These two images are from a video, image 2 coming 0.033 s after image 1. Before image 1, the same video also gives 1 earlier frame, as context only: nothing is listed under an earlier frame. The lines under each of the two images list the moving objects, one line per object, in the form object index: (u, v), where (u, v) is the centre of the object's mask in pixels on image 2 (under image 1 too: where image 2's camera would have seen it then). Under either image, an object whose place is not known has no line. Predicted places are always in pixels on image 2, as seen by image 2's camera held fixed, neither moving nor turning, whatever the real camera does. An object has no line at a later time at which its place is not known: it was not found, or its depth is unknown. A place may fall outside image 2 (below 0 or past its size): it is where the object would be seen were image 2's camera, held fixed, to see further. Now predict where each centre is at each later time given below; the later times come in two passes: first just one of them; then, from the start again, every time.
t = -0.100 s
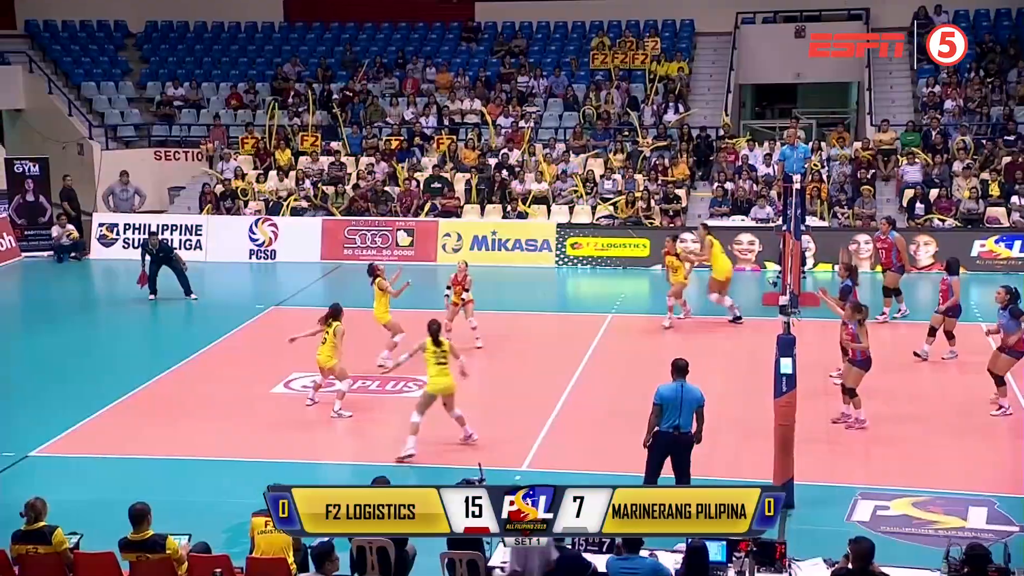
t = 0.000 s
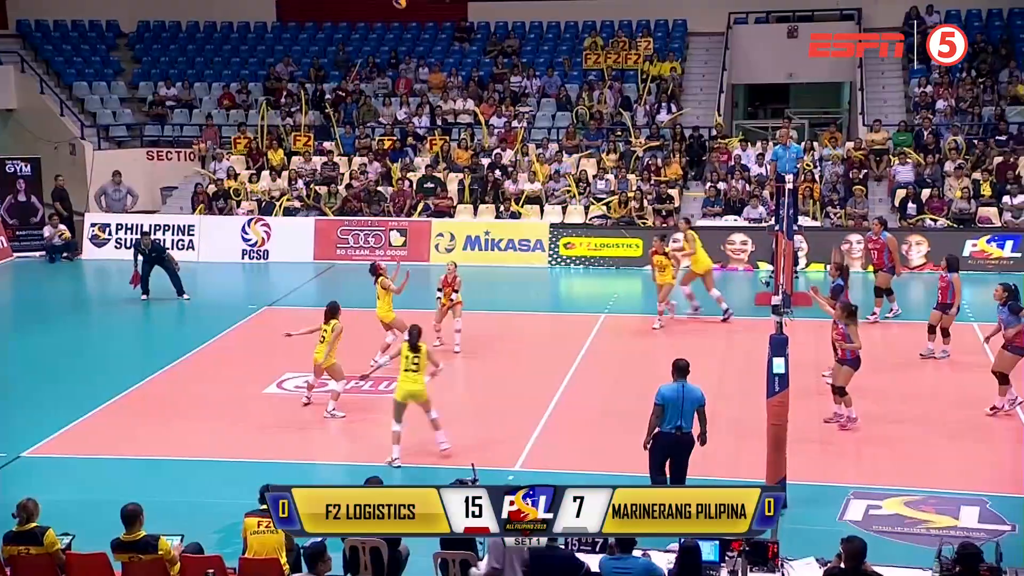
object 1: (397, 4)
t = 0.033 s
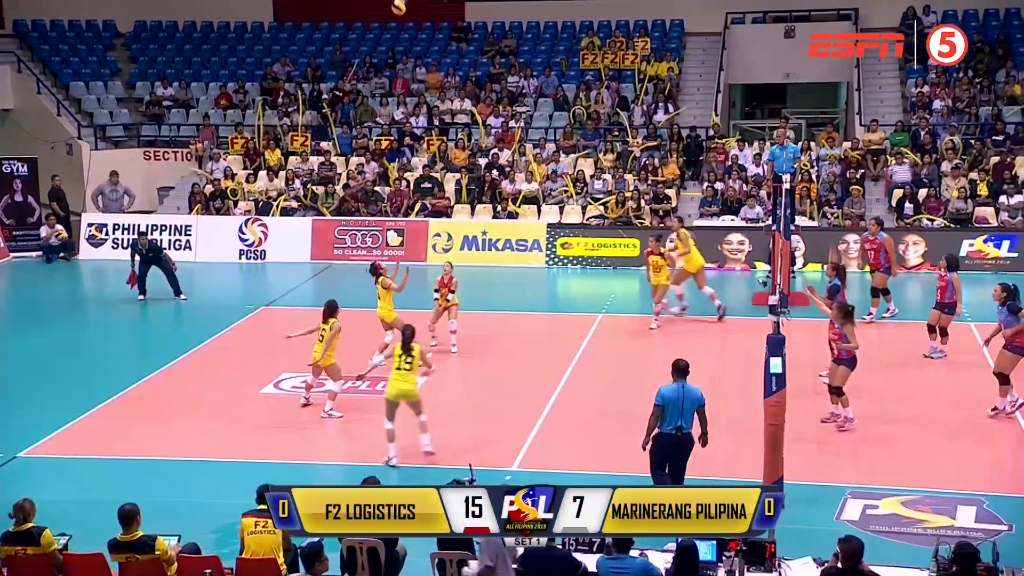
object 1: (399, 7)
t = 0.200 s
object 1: (408, 49)
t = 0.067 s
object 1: (401, 14)
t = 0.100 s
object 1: (403, 22)
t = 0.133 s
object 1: (404, 30)
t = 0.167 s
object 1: (406, 39)
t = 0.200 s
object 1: (408, 49)
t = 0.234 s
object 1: (410, 59)
